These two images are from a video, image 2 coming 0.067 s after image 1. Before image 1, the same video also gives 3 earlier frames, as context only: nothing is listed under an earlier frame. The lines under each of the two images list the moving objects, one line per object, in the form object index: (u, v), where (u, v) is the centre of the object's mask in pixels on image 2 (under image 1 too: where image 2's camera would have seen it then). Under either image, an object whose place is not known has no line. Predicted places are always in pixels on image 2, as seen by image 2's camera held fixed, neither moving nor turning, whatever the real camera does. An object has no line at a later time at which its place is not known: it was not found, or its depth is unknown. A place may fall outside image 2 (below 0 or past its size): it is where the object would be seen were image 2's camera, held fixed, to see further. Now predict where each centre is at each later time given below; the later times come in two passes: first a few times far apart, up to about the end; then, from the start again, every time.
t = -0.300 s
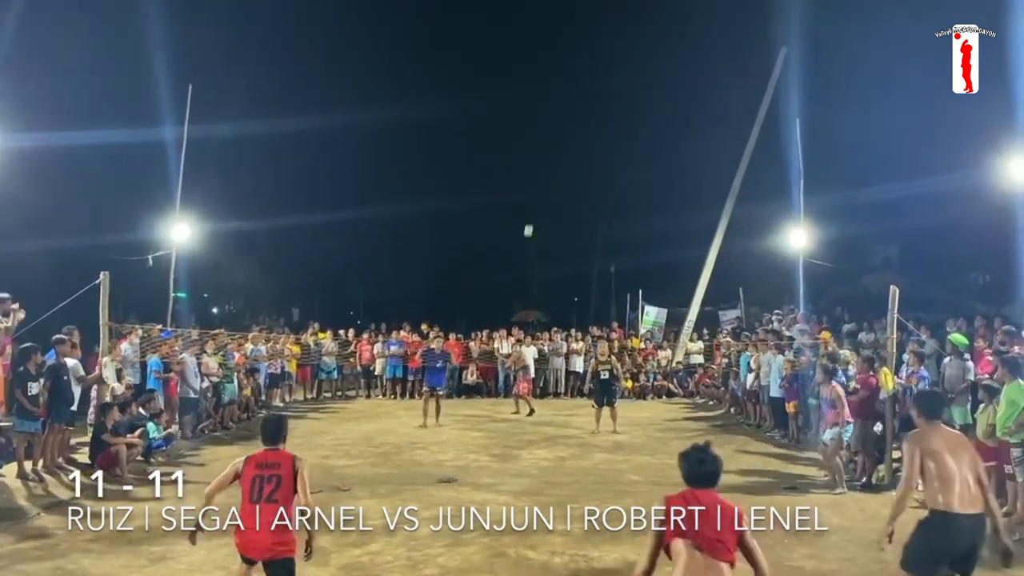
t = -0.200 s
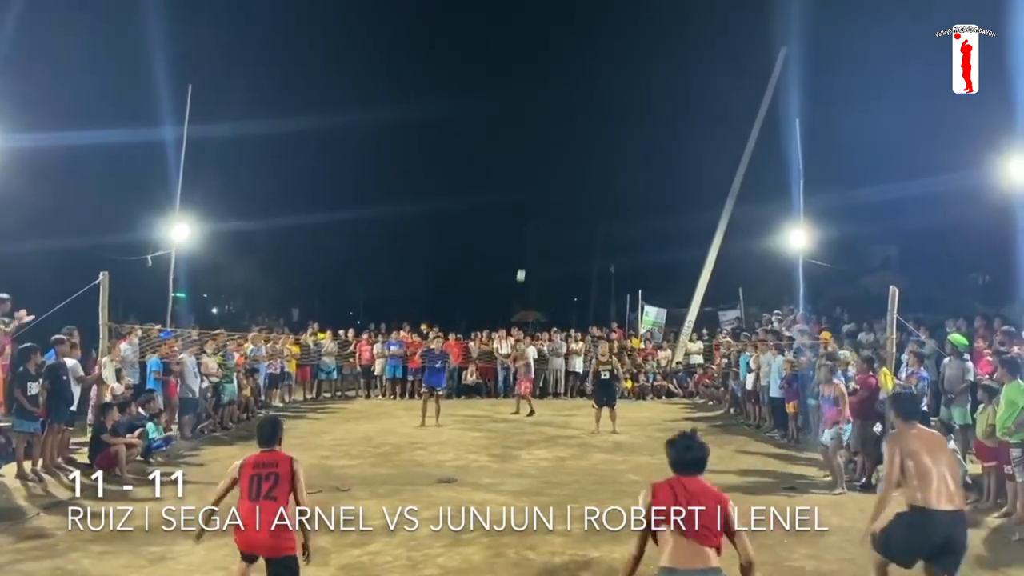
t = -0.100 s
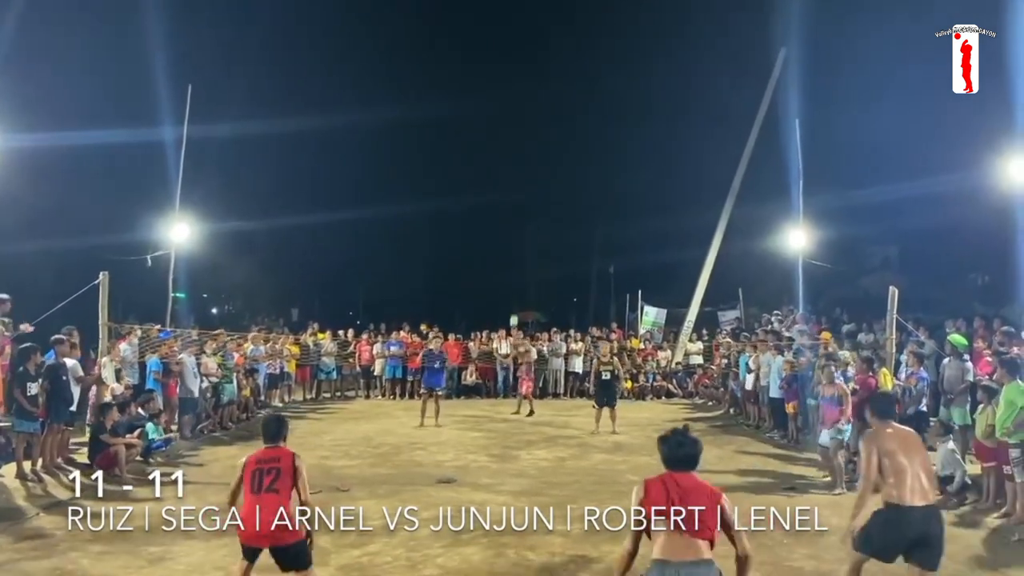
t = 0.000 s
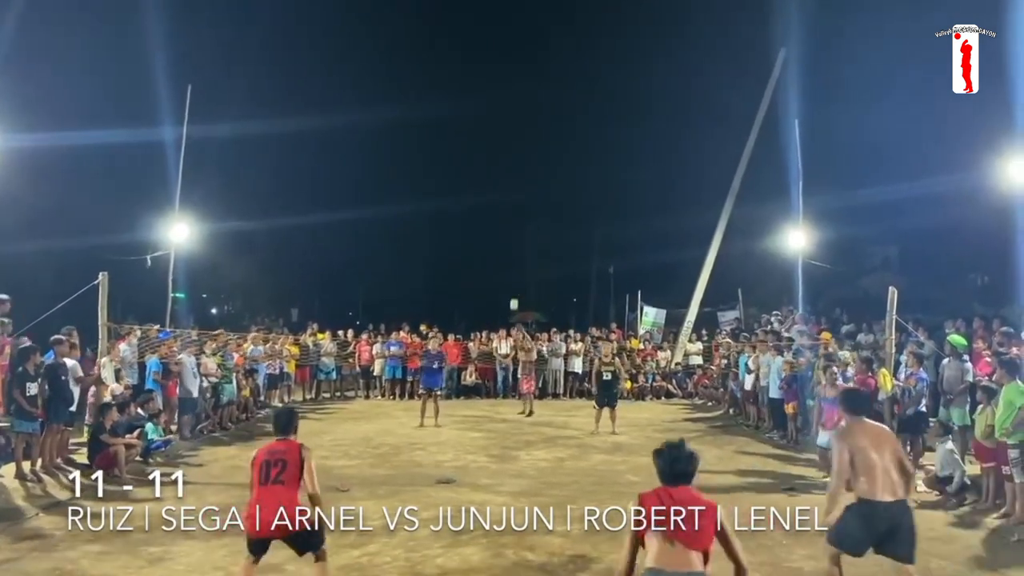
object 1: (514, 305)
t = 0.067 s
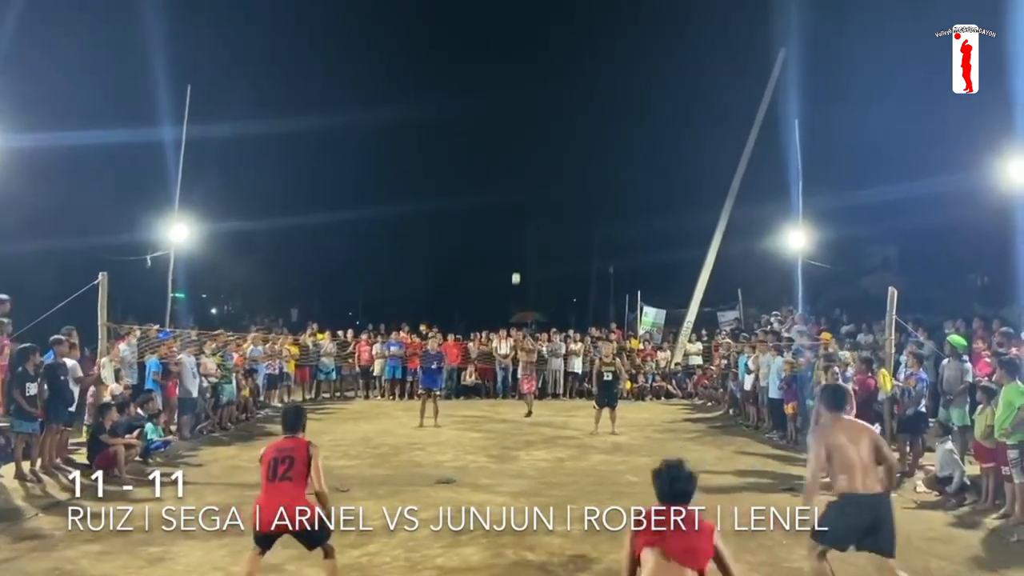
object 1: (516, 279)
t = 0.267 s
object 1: (521, 203)
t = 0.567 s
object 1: (531, 105)
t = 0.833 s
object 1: (541, 42)
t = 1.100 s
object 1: (553, 31)
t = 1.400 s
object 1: (567, 167)
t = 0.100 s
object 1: (516, 266)
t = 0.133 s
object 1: (518, 253)
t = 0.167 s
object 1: (519, 240)
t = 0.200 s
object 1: (519, 228)
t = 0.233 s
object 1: (520, 215)
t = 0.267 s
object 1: (521, 203)
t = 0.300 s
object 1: (522, 191)
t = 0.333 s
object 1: (523, 179)
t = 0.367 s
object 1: (524, 168)
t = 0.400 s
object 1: (525, 157)
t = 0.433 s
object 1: (526, 146)
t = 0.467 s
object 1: (527, 135)
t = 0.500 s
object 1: (528, 125)
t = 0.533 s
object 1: (530, 114)
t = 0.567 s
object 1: (531, 105)
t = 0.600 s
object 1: (532, 95)
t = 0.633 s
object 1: (533, 86)
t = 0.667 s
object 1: (535, 77)
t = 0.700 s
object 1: (536, 69)
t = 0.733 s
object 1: (537, 62)
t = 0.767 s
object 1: (539, 55)
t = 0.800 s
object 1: (540, 48)
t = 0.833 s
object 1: (541, 42)
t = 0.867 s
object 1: (543, 37)
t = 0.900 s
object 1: (544, 33)
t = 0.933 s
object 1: (546, 30)
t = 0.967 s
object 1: (547, 28)
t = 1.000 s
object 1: (549, 26)
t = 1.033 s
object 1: (550, 27)
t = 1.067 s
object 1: (552, 28)
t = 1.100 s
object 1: (553, 31)
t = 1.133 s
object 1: (555, 36)
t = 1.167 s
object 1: (556, 42)
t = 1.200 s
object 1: (558, 50)
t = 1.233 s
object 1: (559, 62)
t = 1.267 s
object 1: (561, 75)
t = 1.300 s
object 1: (562, 92)
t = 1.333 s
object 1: (564, 113)
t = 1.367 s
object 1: (565, 137)
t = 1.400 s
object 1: (567, 167)
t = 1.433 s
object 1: (569, 200)
